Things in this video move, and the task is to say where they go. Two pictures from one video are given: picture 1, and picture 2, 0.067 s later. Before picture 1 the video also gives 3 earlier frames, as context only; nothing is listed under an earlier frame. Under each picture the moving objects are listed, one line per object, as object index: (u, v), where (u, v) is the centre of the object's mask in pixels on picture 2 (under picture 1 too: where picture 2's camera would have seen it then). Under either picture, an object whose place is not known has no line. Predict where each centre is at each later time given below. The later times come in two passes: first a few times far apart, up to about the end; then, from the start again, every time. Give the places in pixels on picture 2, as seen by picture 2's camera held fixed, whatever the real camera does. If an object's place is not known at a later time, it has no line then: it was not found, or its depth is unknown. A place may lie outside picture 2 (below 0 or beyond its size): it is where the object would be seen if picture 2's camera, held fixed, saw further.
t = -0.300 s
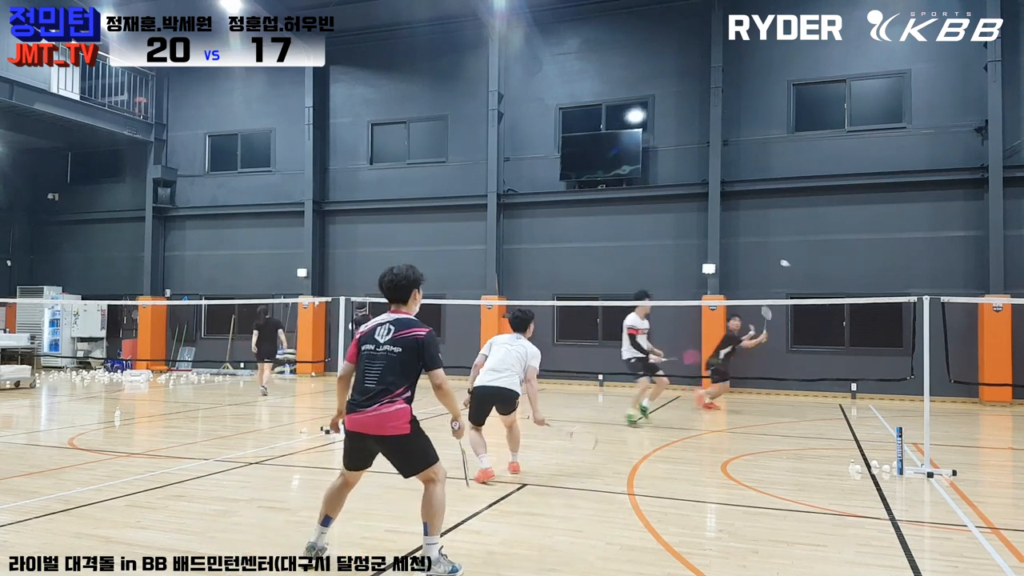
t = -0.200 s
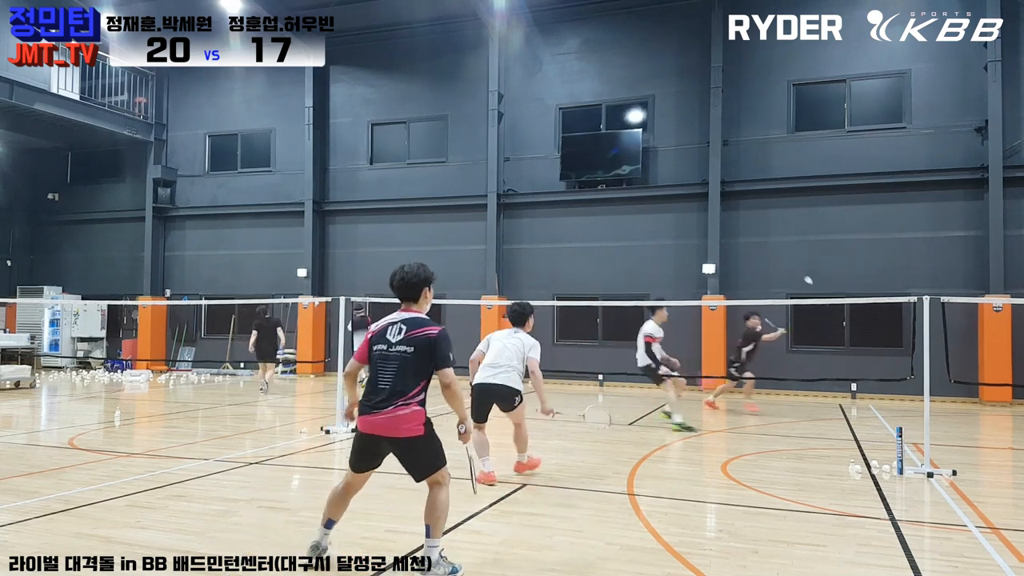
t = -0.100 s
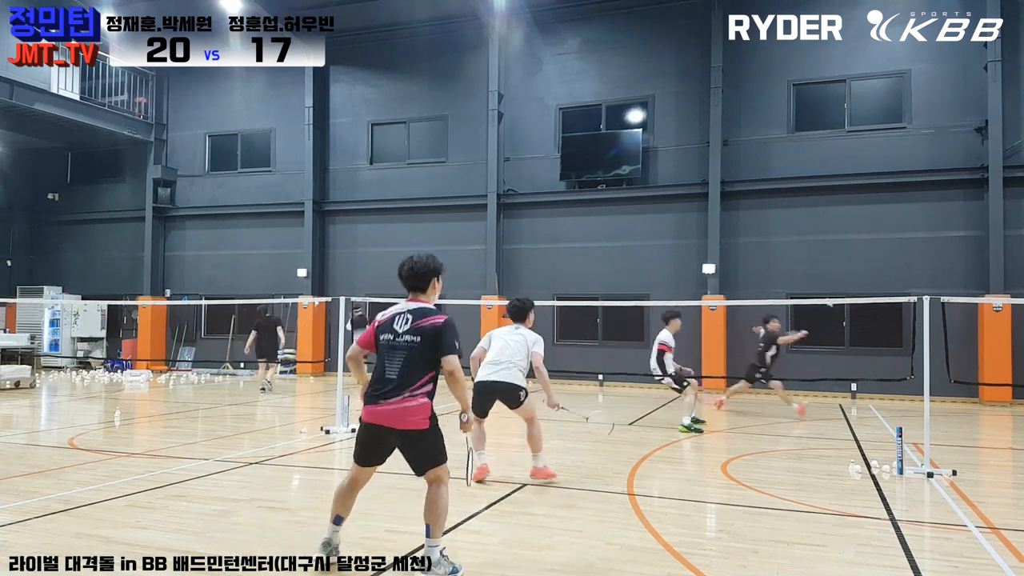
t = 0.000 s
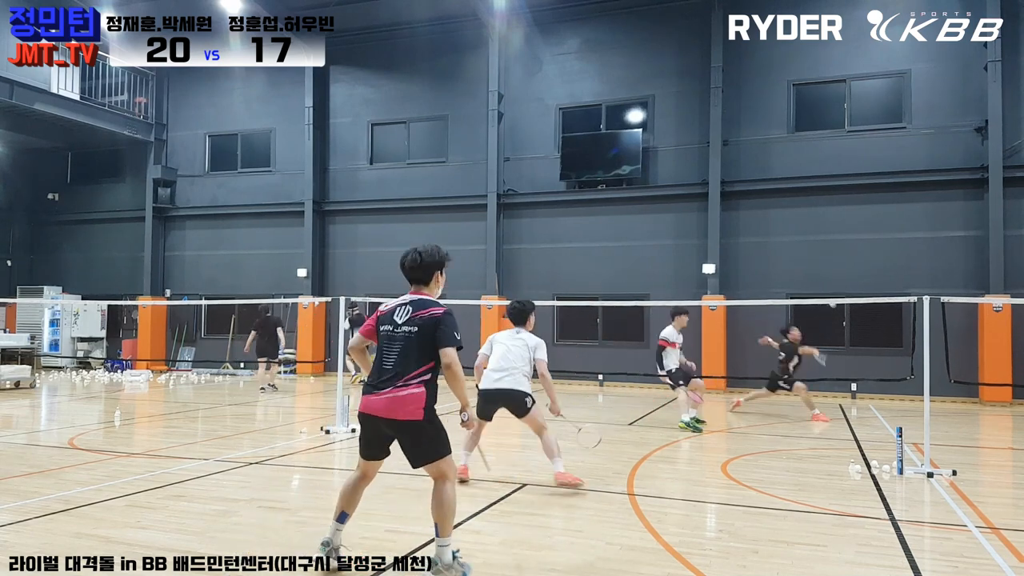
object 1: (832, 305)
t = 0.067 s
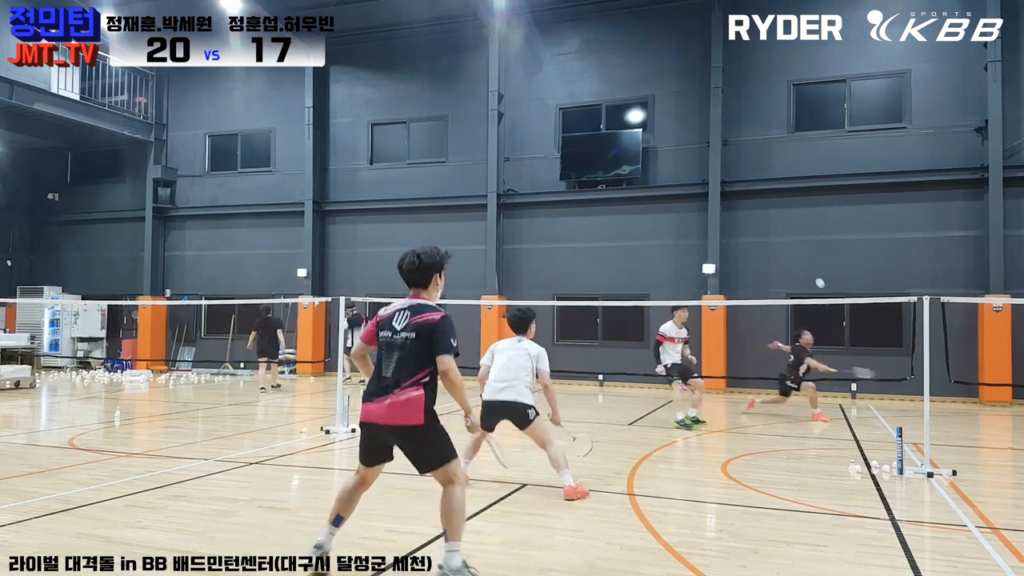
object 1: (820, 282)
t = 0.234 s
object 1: (789, 254)
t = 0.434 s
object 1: (744, 267)
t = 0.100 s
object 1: (813, 274)
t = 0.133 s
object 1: (807, 268)
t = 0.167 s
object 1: (801, 262)
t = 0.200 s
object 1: (796, 257)
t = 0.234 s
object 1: (789, 254)
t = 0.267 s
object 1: (783, 252)
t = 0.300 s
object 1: (776, 251)
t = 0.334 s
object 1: (769, 252)
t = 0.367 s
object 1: (761, 255)
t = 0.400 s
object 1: (753, 259)
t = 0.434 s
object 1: (744, 267)
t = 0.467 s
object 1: (735, 276)
